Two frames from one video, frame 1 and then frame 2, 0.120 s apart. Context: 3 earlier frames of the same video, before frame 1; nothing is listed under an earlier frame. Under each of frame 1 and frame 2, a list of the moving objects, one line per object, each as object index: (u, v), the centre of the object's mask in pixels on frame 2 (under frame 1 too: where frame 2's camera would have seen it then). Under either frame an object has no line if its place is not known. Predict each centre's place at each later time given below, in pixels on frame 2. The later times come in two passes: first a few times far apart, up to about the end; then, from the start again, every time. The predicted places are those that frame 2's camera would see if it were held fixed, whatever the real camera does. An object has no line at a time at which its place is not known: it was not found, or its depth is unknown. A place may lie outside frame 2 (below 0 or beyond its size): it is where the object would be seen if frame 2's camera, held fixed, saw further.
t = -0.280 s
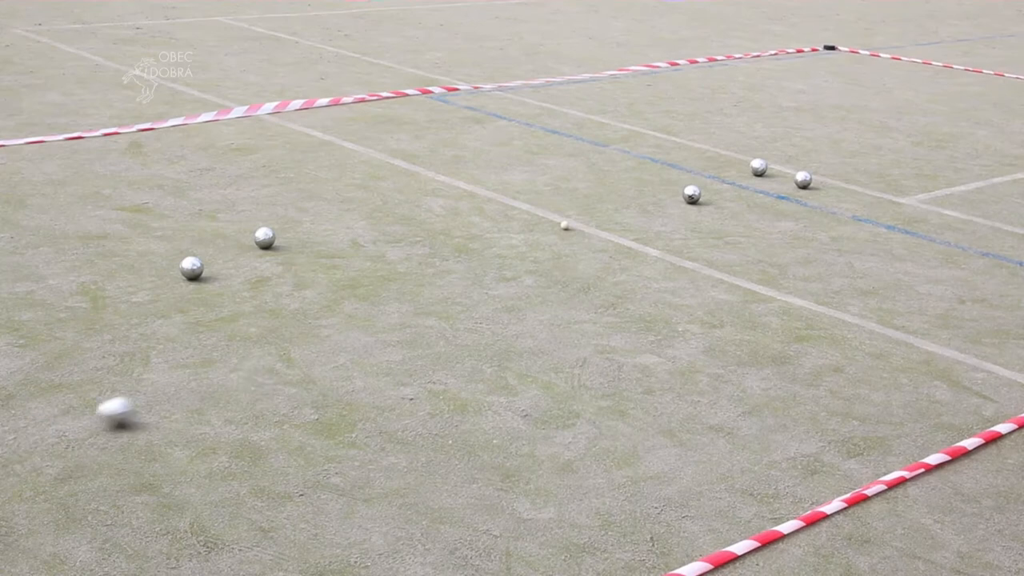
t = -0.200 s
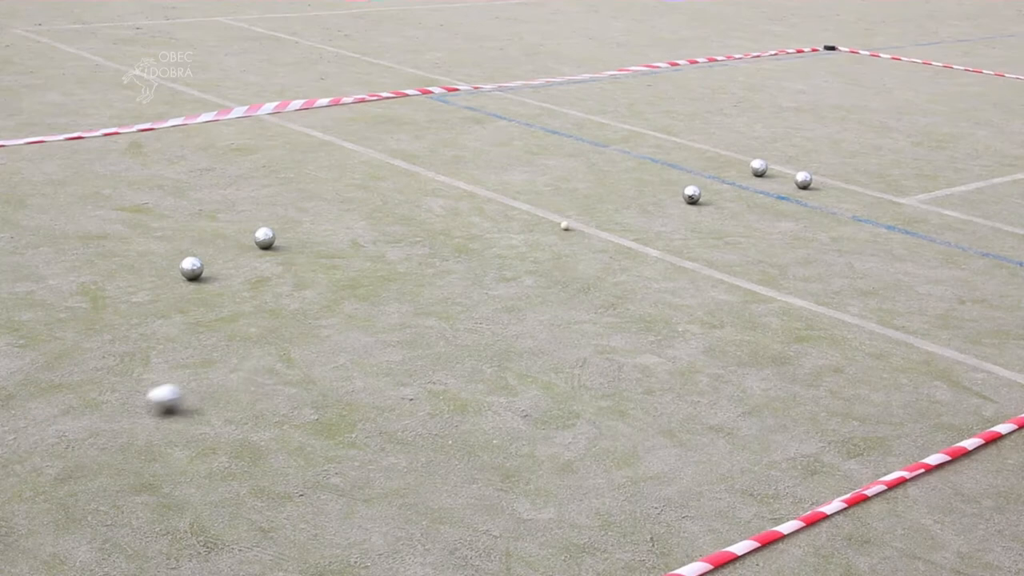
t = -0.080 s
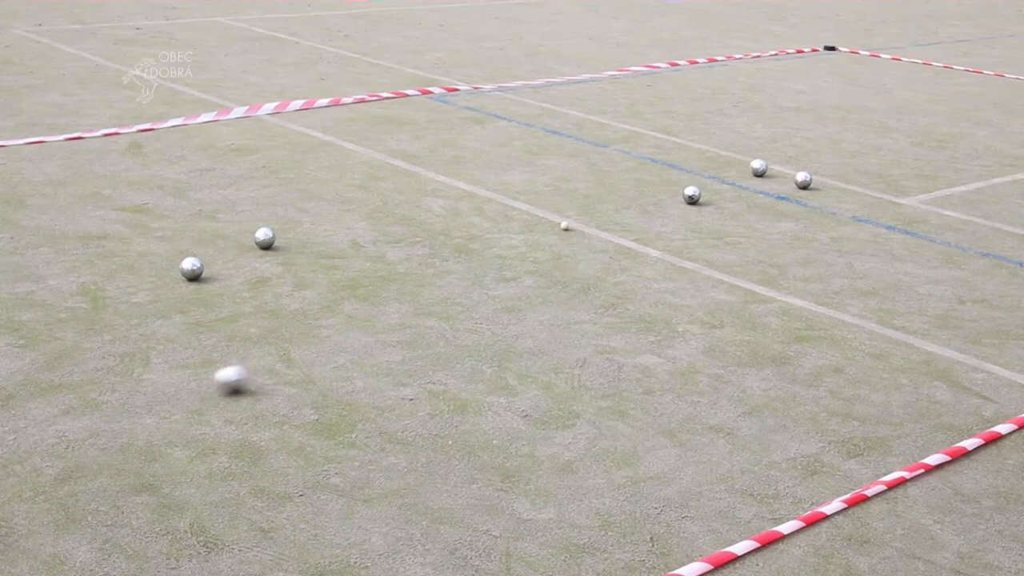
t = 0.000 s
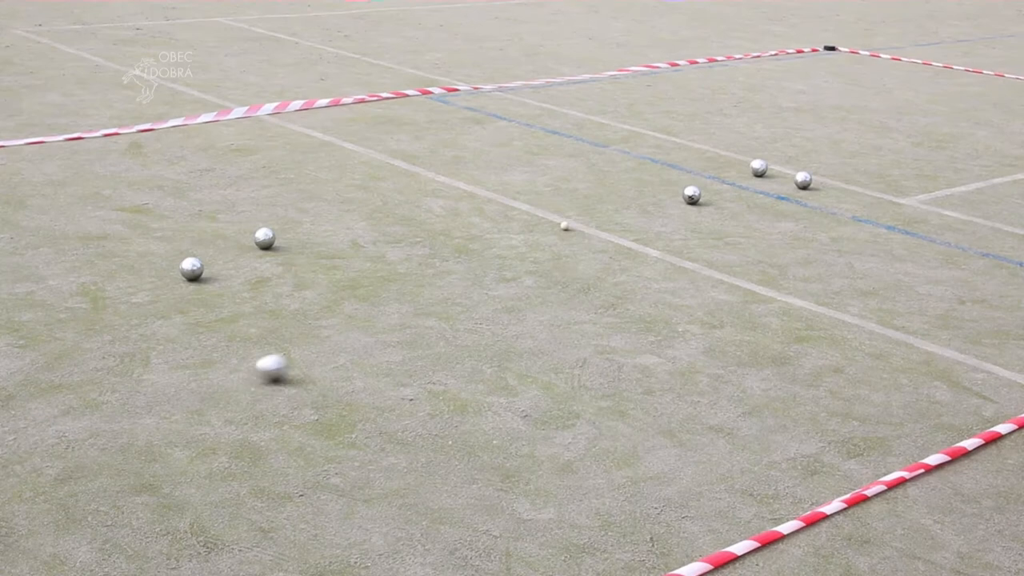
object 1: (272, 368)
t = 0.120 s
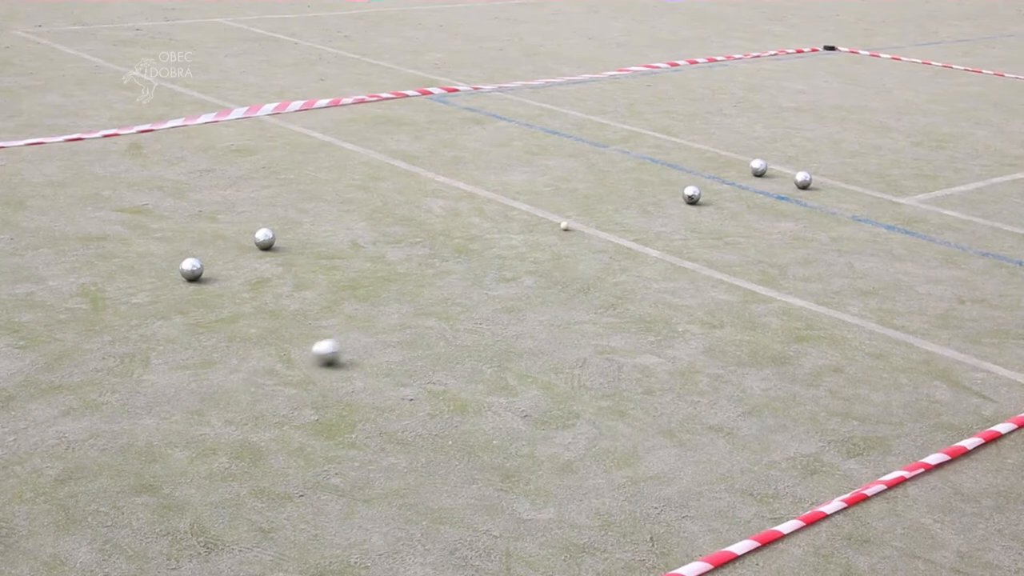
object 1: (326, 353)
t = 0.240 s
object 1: (376, 338)
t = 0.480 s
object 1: (461, 314)
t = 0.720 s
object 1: (532, 294)
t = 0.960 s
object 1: (590, 276)
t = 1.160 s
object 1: (629, 264)
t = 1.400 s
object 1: (666, 252)
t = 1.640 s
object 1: (698, 244)
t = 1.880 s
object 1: (724, 237)
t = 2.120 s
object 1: (745, 231)
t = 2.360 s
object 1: (762, 227)
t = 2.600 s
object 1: (775, 225)
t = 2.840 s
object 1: (784, 224)
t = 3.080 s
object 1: (785, 223)
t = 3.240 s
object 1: (784, 224)
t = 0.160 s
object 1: (344, 347)
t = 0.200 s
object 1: (360, 343)
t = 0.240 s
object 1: (376, 338)
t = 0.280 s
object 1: (391, 333)
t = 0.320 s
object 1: (406, 330)
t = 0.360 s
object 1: (421, 325)
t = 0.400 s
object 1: (434, 321)
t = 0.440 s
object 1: (448, 317)
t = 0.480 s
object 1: (461, 314)
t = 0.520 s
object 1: (473, 310)
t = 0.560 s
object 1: (486, 307)
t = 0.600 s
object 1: (498, 303)
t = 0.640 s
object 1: (510, 300)
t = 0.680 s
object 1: (521, 297)
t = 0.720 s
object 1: (532, 294)
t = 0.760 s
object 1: (543, 291)
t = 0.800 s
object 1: (553, 288)
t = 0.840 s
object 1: (563, 284)
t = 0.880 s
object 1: (572, 282)
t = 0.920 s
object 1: (582, 278)
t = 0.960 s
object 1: (590, 276)
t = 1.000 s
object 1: (599, 273)
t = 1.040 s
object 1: (607, 270)
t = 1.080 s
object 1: (615, 268)
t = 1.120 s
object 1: (622, 266)
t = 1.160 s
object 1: (629, 264)
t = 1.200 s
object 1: (636, 262)
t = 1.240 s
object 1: (643, 261)
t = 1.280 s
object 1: (649, 258)
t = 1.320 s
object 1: (655, 256)
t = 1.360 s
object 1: (661, 254)
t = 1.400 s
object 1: (666, 252)
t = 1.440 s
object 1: (672, 251)
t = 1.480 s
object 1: (678, 249)
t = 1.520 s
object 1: (683, 248)
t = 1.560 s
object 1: (688, 246)
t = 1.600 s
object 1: (693, 245)
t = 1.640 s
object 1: (698, 244)
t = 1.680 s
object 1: (702, 242)
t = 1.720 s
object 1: (707, 241)
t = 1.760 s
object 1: (711, 240)
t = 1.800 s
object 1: (715, 240)
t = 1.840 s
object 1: (720, 239)
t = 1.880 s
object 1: (724, 237)
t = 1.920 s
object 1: (728, 236)
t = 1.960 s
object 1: (731, 236)
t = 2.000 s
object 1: (735, 234)
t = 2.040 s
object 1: (738, 233)
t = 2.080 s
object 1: (742, 232)
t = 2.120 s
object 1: (745, 231)
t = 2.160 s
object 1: (748, 231)
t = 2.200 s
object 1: (751, 230)
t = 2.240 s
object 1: (754, 229)
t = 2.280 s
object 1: (757, 229)
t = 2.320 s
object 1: (759, 228)
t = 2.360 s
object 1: (762, 227)
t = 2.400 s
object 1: (765, 227)
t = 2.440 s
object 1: (767, 227)
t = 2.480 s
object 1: (769, 226)
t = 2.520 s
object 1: (771, 226)
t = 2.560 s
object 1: (773, 225)
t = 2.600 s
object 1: (775, 225)
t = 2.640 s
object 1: (777, 225)
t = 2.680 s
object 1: (779, 224)
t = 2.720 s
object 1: (780, 224)
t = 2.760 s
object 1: (781, 224)
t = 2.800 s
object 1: (783, 224)
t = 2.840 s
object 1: (784, 224)
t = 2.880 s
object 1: (784, 224)
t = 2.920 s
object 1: (785, 223)
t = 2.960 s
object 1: (785, 223)
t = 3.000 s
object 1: (785, 223)
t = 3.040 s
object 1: (785, 223)
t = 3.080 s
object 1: (785, 223)
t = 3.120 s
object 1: (785, 223)
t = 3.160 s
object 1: (784, 224)
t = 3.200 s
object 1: (784, 224)
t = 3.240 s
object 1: (784, 224)
